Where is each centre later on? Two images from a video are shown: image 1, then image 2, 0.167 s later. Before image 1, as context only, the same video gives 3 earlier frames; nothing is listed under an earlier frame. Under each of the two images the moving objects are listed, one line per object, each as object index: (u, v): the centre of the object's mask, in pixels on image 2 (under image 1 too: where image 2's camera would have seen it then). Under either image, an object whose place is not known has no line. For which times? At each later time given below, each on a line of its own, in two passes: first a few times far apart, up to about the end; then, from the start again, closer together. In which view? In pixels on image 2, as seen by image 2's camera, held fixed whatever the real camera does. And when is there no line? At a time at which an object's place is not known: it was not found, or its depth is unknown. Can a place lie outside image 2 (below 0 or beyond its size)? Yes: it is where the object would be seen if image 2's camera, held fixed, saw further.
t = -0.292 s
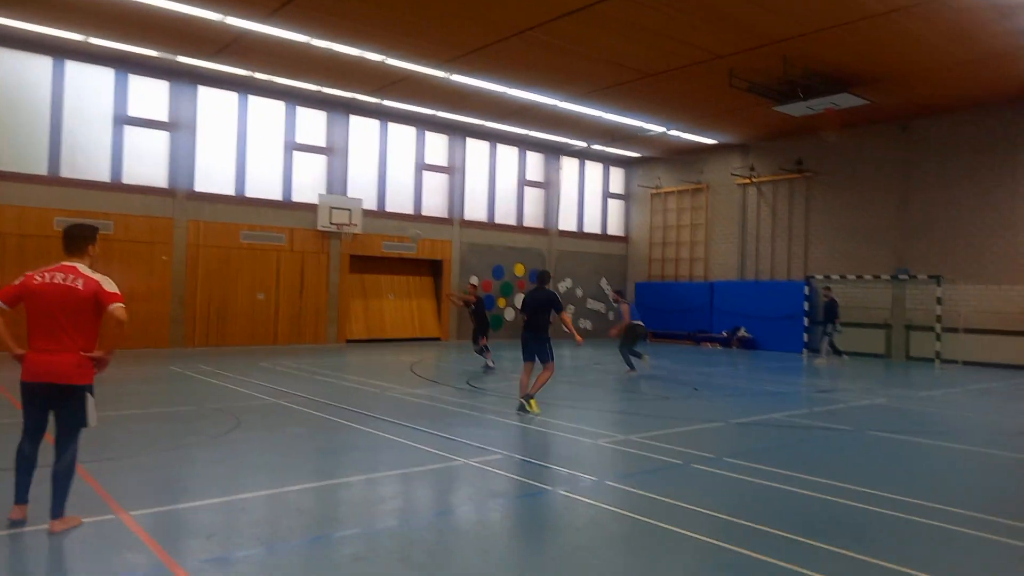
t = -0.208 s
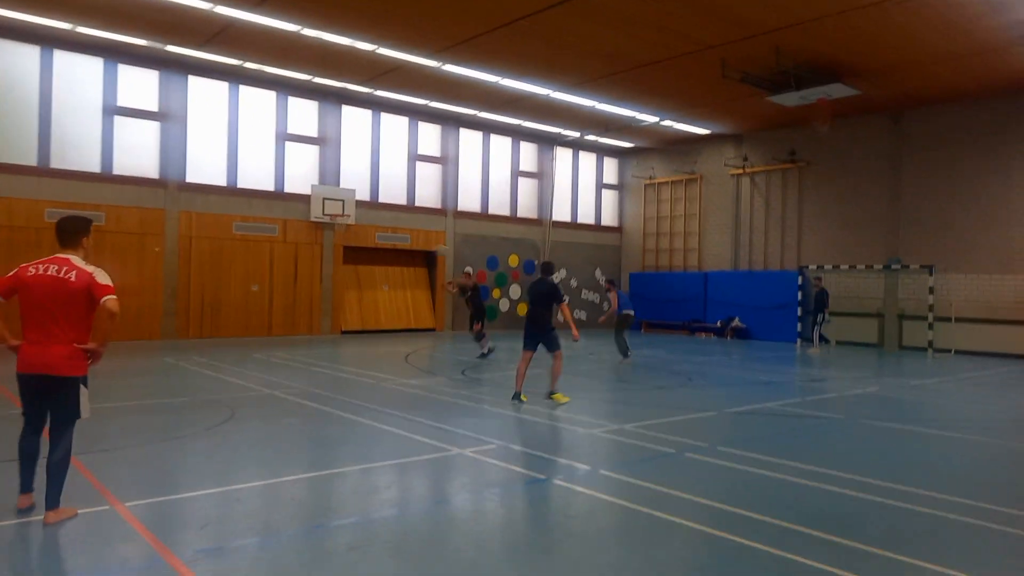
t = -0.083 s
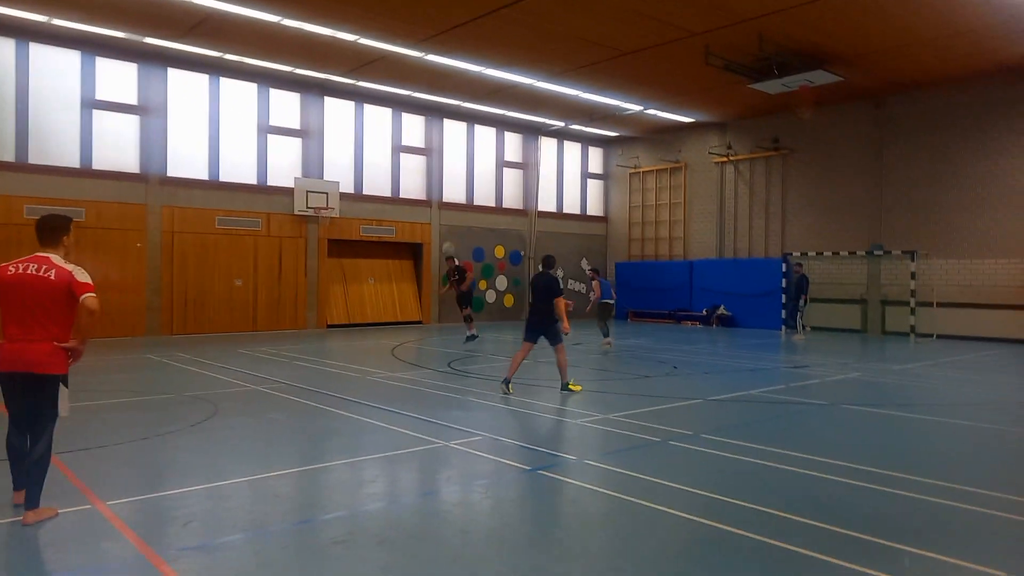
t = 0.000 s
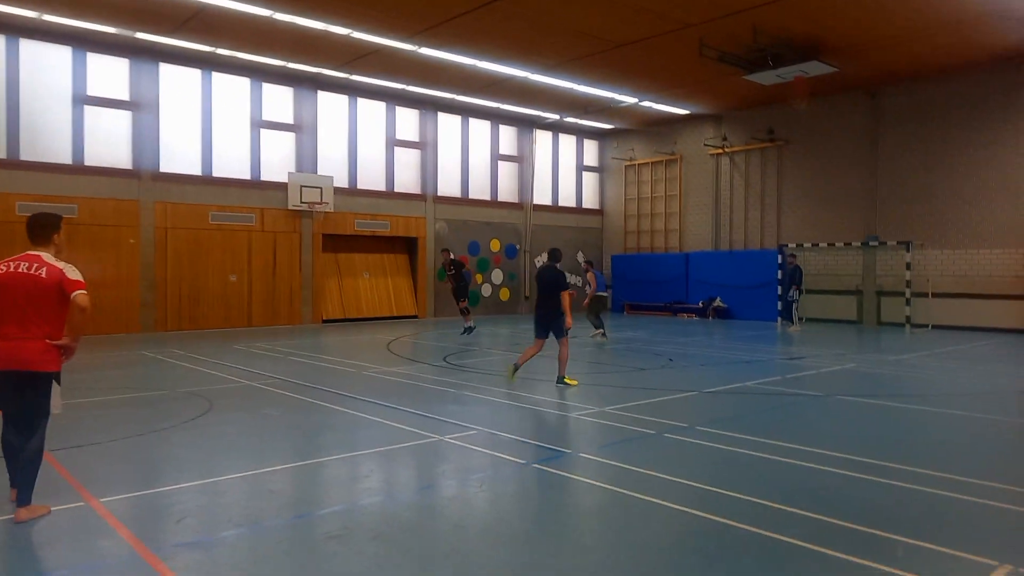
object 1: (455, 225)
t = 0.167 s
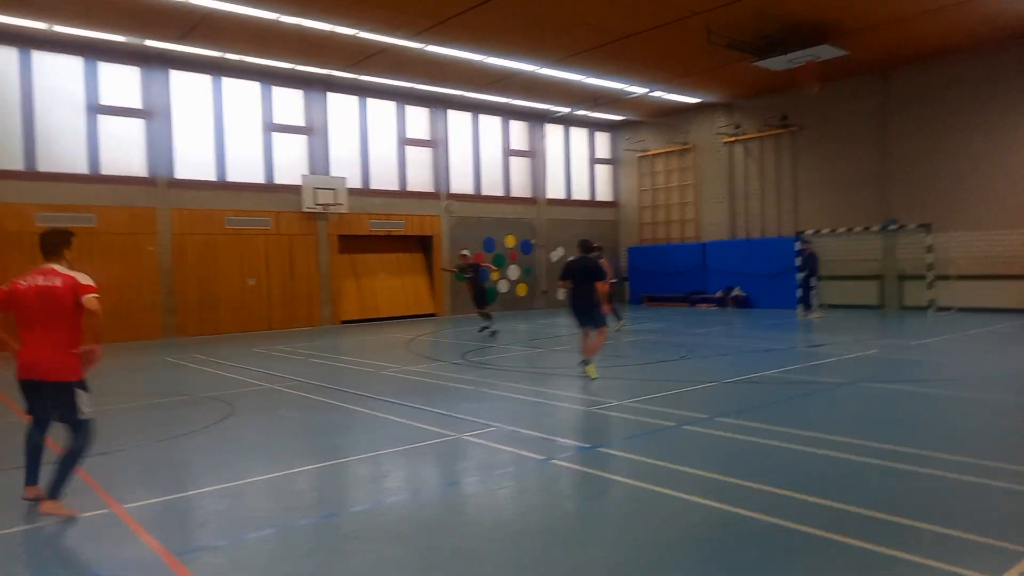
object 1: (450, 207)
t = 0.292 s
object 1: (447, 202)
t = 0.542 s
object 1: (441, 231)
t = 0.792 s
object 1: (451, 343)
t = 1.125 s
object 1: (472, 331)
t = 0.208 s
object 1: (449, 204)
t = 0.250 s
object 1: (447, 202)
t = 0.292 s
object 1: (447, 202)
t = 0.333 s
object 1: (446, 203)
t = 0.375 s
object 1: (444, 205)
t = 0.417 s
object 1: (445, 209)
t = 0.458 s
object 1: (442, 214)
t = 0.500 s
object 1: (441, 221)
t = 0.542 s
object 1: (441, 231)
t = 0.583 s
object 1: (442, 242)
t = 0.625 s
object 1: (442, 257)
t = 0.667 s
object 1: (443, 274)
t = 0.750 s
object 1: (448, 318)
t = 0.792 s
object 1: (451, 343)
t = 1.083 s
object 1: (470, 349)
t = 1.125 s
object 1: (472, 331)
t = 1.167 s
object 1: (475, 316)
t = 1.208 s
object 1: (479, 301)
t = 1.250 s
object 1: (485, 287)
